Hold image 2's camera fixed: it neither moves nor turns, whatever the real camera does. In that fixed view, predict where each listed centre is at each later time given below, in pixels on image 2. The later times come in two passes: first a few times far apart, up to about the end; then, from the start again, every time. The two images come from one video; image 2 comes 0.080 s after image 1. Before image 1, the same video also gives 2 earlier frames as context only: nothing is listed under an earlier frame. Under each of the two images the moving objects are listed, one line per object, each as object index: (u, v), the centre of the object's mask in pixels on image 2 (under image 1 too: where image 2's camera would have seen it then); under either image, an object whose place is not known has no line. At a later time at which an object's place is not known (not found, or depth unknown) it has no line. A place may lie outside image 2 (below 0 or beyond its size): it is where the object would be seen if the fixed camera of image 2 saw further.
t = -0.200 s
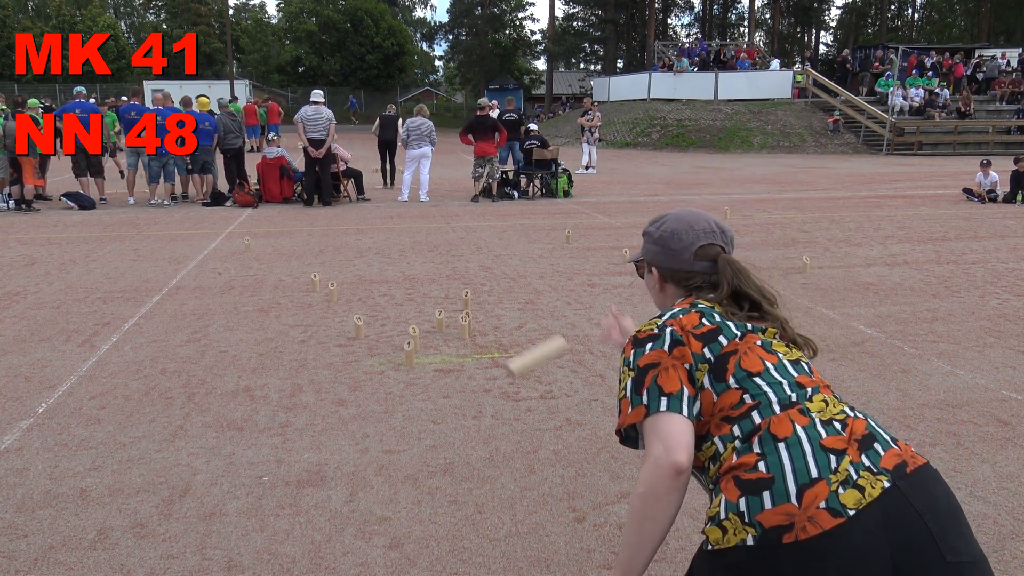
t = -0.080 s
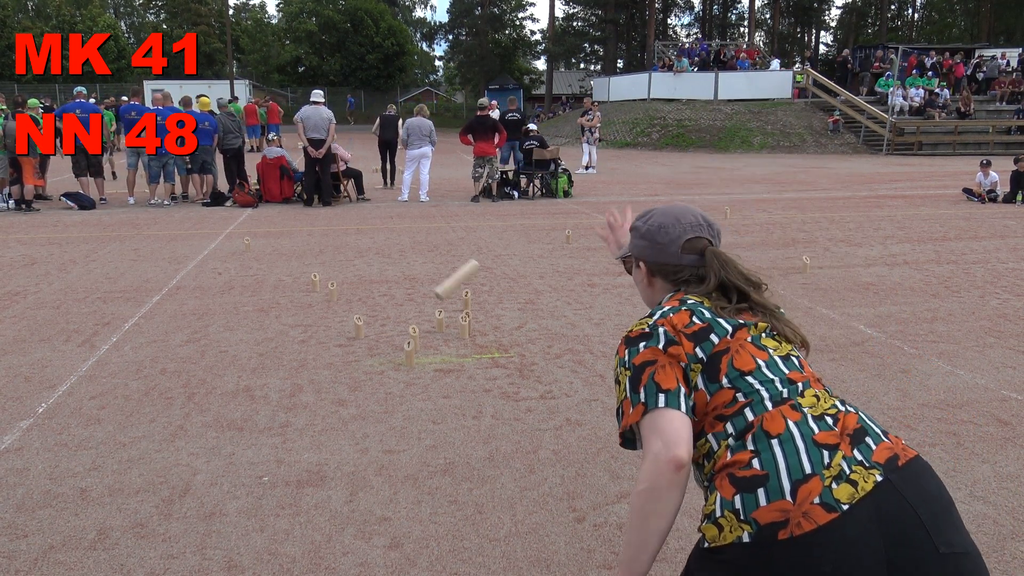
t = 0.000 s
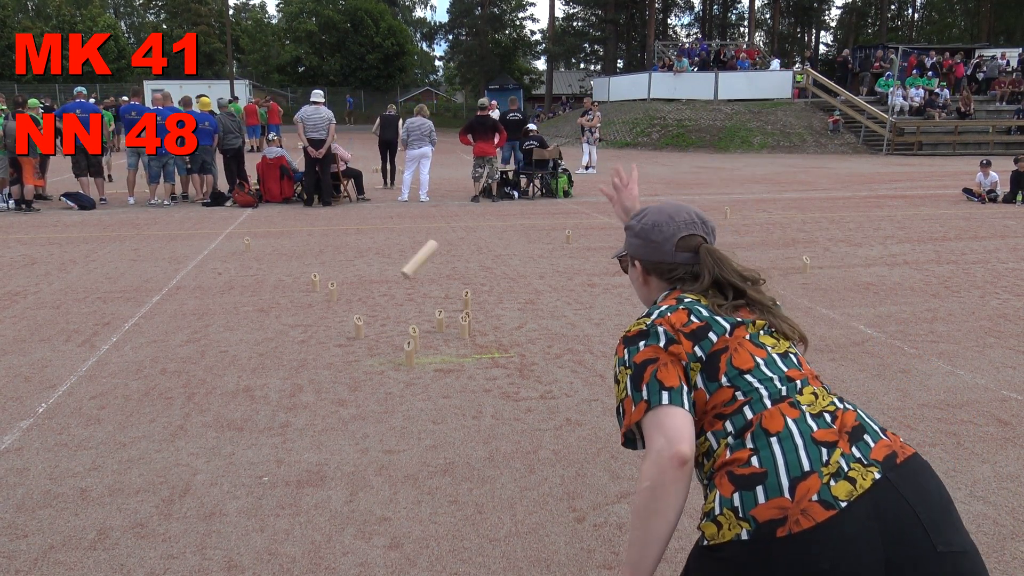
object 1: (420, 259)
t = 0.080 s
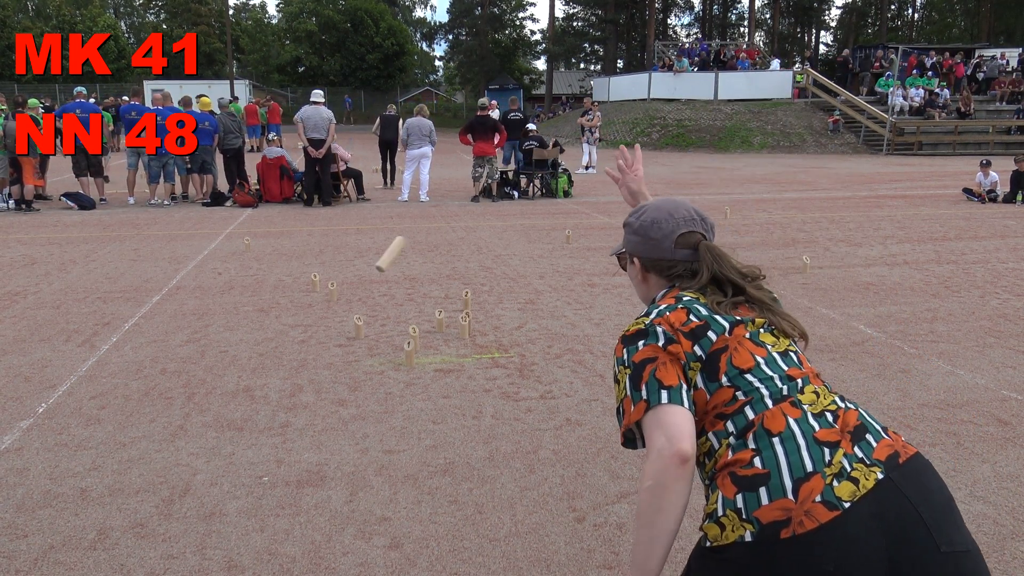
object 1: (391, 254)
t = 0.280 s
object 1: (342, 286)
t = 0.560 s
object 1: (290, 289)
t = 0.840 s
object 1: (256, 276)
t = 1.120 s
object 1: (251, 264)
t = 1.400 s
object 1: (257, 254)
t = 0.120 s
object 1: (378, 256)
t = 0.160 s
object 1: (367, 260)
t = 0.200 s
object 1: (358, 267)
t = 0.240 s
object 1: (349, 275)
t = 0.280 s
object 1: (342, 286)
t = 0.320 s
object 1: (335, 296)
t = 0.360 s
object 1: (330, 305)
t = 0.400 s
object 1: (324, 299)
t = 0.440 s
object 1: (314, 297)
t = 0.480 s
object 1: (307, 294)
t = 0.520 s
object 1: (298, 291)
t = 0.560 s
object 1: (290, 289)
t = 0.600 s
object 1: (283, 287)
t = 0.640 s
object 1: (277, 285)
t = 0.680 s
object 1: (271, 283)
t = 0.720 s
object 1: (267, 281)
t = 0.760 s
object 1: (263, 279)
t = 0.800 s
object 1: (259, 277)
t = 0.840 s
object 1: (256, 276)
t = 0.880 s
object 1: (255, 273)
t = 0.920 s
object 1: (253, 272)
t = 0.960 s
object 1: (252, 269)
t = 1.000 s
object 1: (252, 268)
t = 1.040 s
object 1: (251, 267)
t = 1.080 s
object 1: (251, 265)
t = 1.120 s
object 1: (251, 264)
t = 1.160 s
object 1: (252, 262)
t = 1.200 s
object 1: (253, 261)
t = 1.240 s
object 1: (254, 259)
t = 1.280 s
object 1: (254, 258)
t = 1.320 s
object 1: (255, 257)
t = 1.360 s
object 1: (256, 255)
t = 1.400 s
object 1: (257, 254)
